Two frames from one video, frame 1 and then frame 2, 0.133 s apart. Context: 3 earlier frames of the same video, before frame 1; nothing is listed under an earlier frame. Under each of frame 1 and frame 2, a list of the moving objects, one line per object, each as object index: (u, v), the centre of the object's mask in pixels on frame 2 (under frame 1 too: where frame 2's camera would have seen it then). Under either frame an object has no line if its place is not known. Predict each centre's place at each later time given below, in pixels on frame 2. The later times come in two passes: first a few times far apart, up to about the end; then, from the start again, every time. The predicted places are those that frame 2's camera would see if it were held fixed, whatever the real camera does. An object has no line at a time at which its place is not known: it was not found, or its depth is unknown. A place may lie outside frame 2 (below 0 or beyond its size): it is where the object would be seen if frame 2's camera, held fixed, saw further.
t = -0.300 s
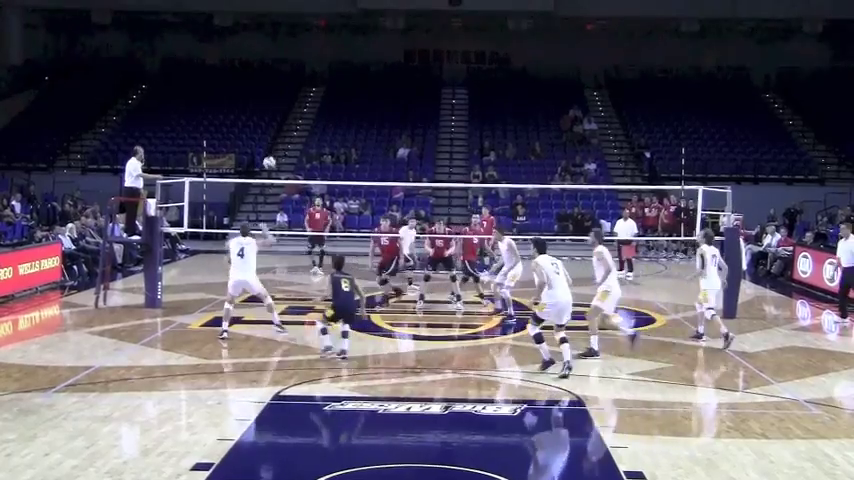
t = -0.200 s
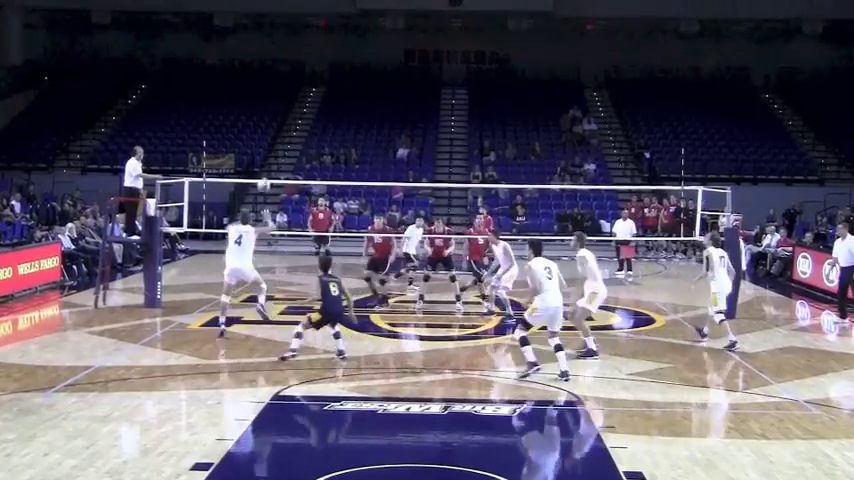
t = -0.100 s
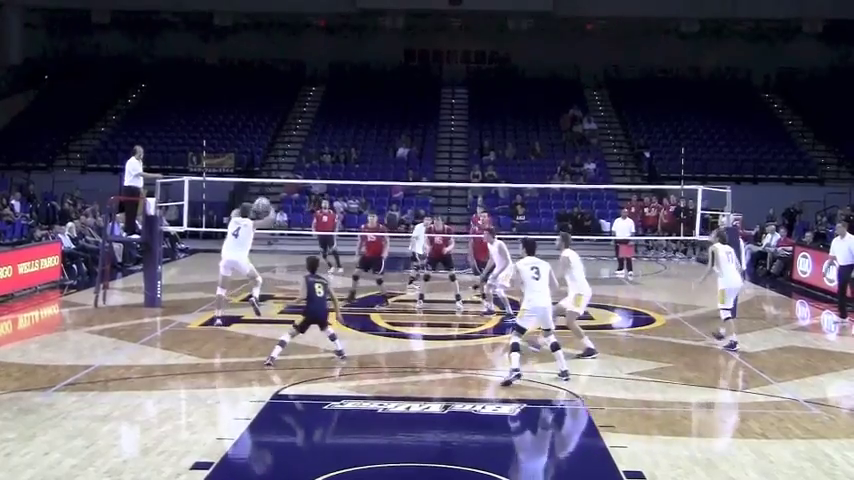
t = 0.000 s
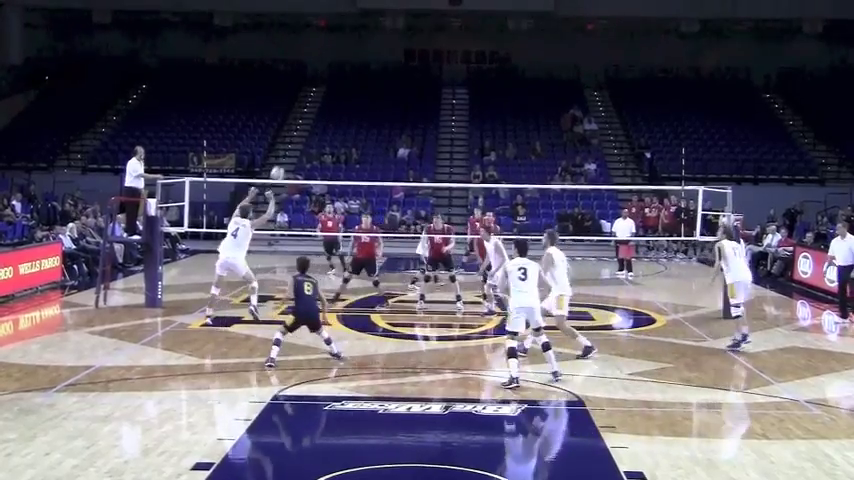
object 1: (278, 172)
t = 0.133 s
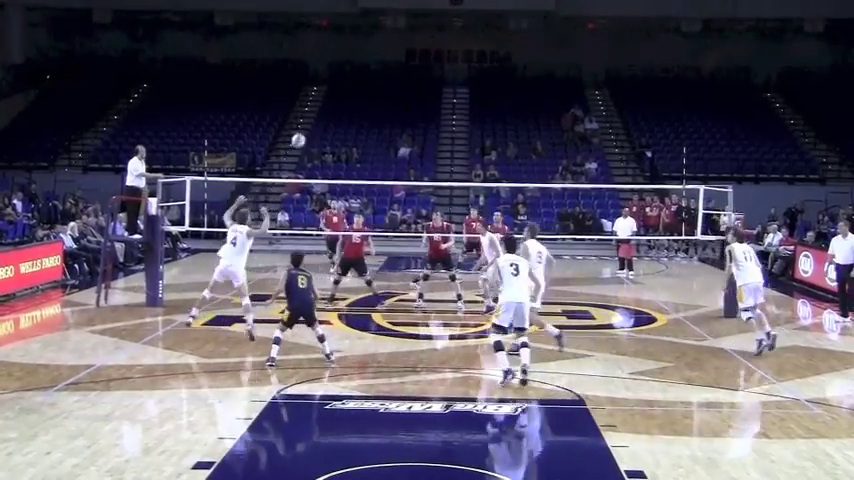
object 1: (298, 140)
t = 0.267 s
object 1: (317, 119)
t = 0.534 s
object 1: (351, 110)
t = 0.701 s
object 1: (371, 124)
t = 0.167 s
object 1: (302, 134)
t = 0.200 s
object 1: (307, 128)
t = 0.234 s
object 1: (312, 123)
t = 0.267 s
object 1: (317, 119)
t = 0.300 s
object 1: (321, 116)
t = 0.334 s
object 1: (325, 113)
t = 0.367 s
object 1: (330, 111)
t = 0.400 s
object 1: (334, 109)
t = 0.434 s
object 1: (338, 109)
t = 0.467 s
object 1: (343, 108)
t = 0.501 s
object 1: (347, 109)
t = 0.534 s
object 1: (351, 110)
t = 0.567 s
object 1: (355, 112)
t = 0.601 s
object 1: (359, 114)
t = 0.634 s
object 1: (363, 117)
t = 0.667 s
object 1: (368, 121)
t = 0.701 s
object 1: (371, 124)
